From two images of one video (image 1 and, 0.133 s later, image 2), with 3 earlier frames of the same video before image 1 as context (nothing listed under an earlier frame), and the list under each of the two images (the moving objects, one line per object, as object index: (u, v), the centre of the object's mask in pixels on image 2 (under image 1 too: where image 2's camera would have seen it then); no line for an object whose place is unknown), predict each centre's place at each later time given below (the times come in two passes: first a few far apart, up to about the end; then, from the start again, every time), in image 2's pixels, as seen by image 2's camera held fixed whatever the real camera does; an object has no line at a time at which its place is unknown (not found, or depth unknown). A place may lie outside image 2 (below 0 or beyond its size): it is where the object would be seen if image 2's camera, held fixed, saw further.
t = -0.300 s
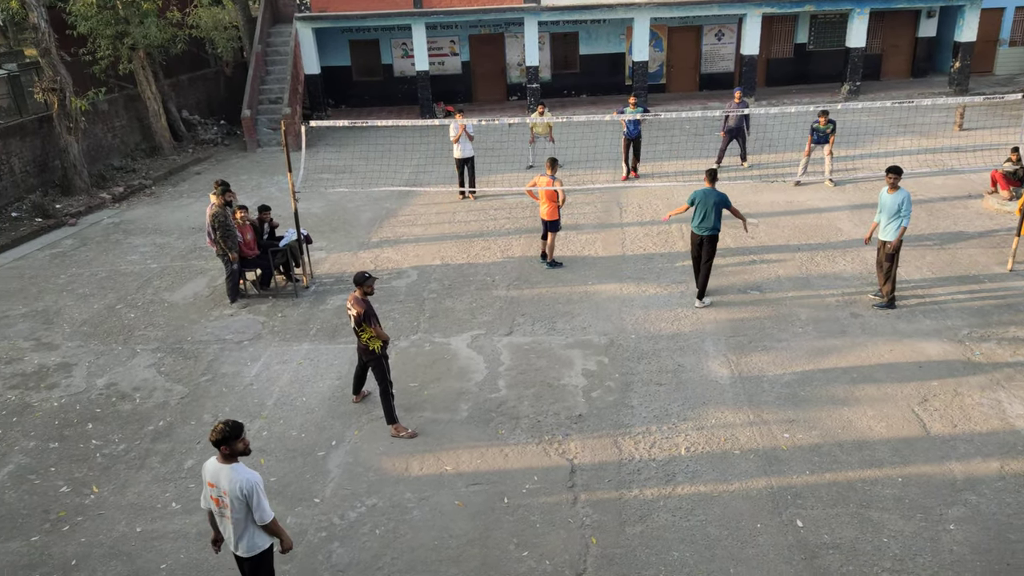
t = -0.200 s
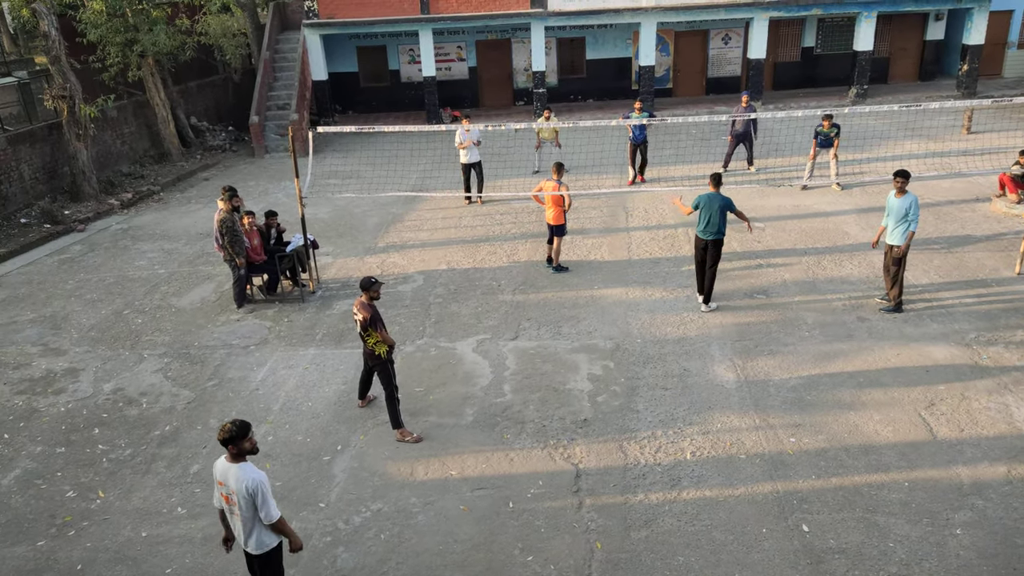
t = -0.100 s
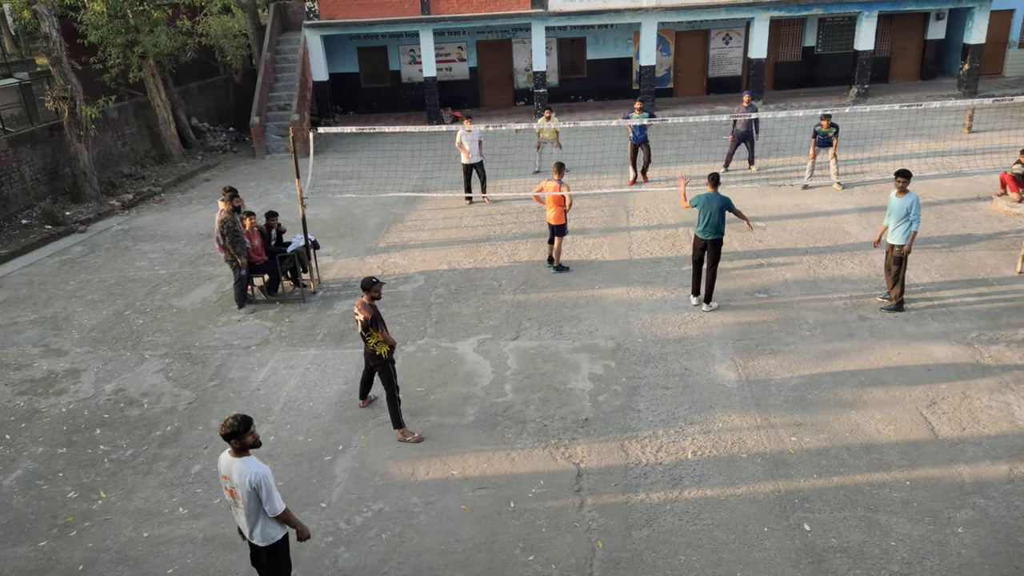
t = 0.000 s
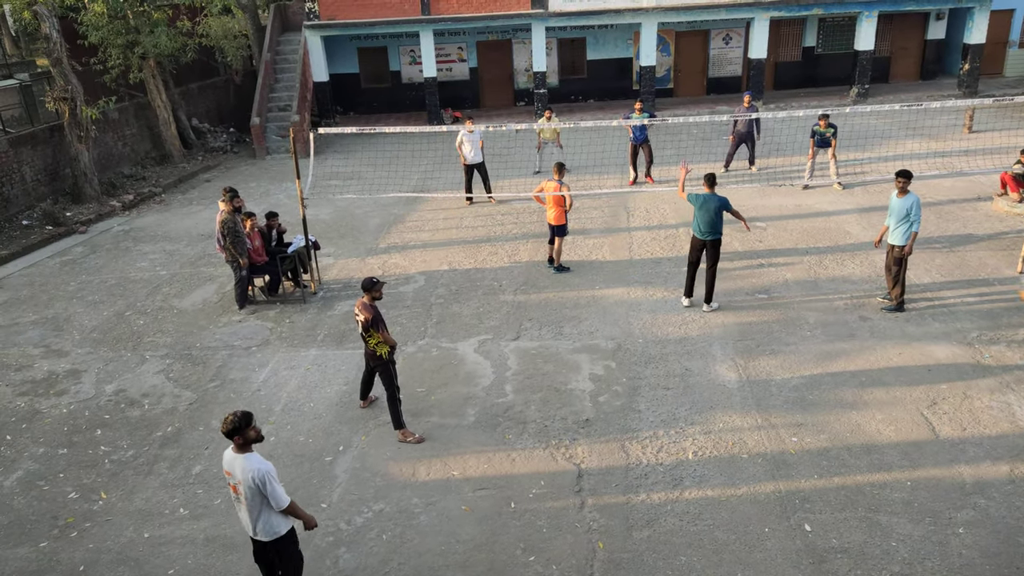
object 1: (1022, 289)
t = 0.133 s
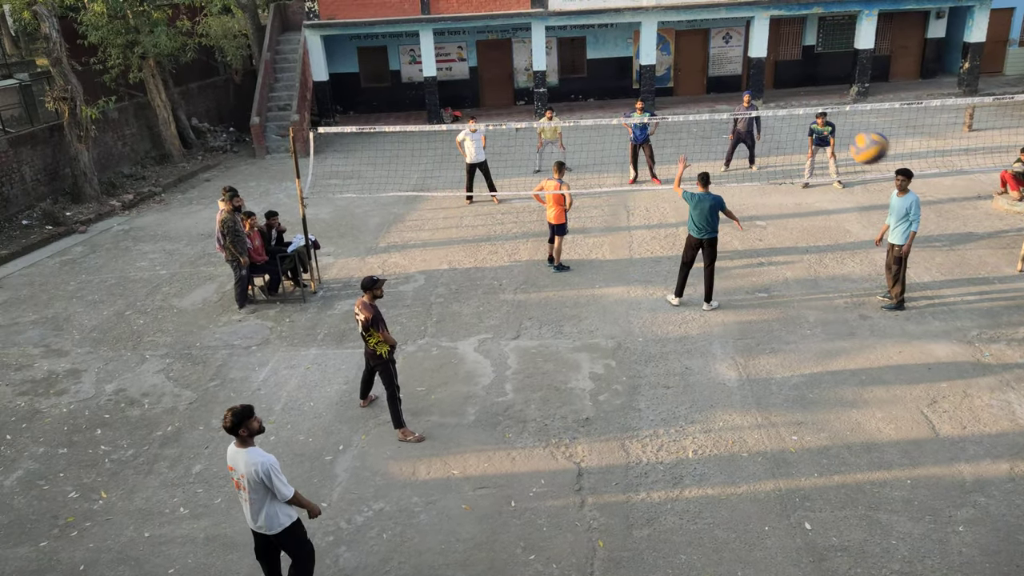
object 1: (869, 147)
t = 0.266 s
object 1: (761, 85)
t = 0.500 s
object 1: (649, 60)
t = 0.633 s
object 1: (608, 71)
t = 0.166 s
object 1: (837, 127)
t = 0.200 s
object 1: (809, 109)
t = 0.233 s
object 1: (784, 96)
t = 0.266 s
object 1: (761, 85)
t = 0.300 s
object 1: (741, 77)
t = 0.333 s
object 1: (722, 71)
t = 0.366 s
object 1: (705, 66)
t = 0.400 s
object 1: (690, 63)
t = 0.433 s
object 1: (676, 61)
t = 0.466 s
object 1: (663, 60)
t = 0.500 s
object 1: (649, 60)
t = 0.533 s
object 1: (638, 62)
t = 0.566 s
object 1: (627, 64)
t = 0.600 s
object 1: (617, 67)
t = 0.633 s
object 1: (608, 71)
